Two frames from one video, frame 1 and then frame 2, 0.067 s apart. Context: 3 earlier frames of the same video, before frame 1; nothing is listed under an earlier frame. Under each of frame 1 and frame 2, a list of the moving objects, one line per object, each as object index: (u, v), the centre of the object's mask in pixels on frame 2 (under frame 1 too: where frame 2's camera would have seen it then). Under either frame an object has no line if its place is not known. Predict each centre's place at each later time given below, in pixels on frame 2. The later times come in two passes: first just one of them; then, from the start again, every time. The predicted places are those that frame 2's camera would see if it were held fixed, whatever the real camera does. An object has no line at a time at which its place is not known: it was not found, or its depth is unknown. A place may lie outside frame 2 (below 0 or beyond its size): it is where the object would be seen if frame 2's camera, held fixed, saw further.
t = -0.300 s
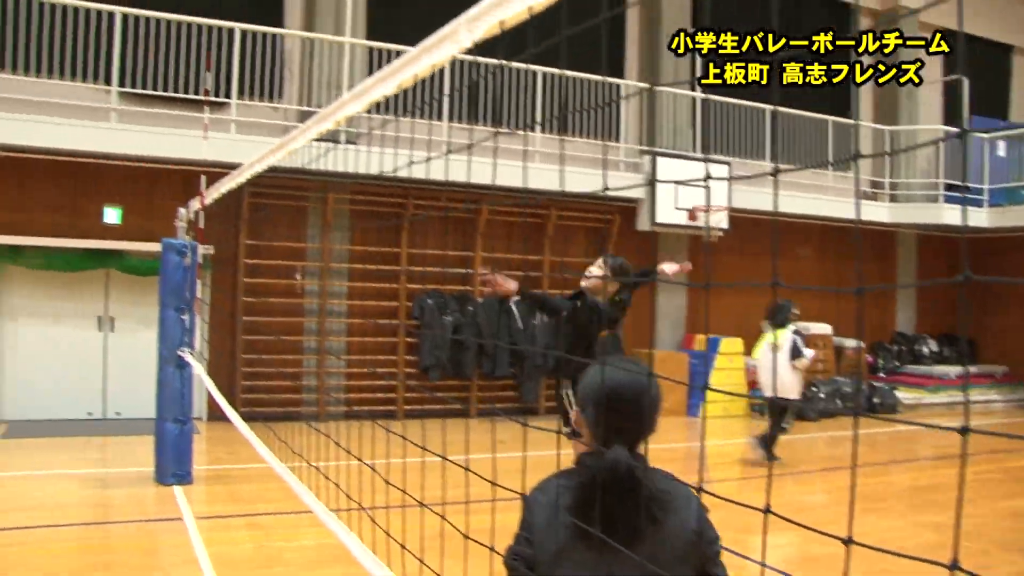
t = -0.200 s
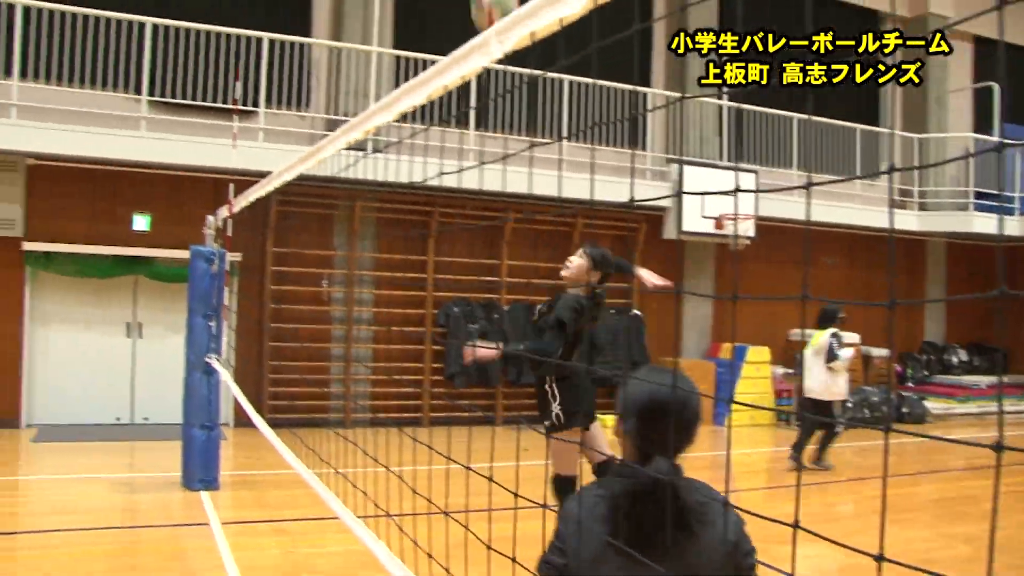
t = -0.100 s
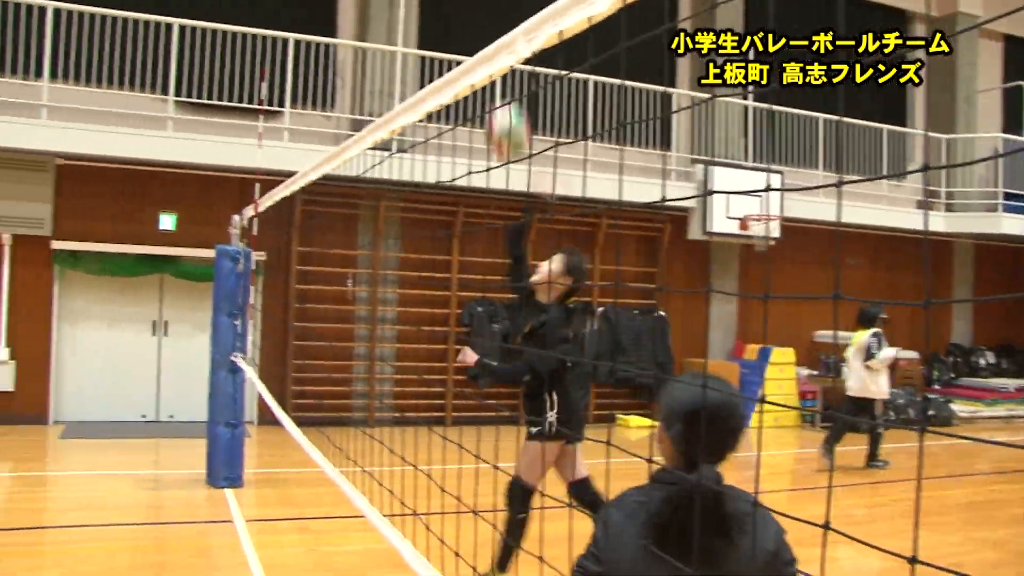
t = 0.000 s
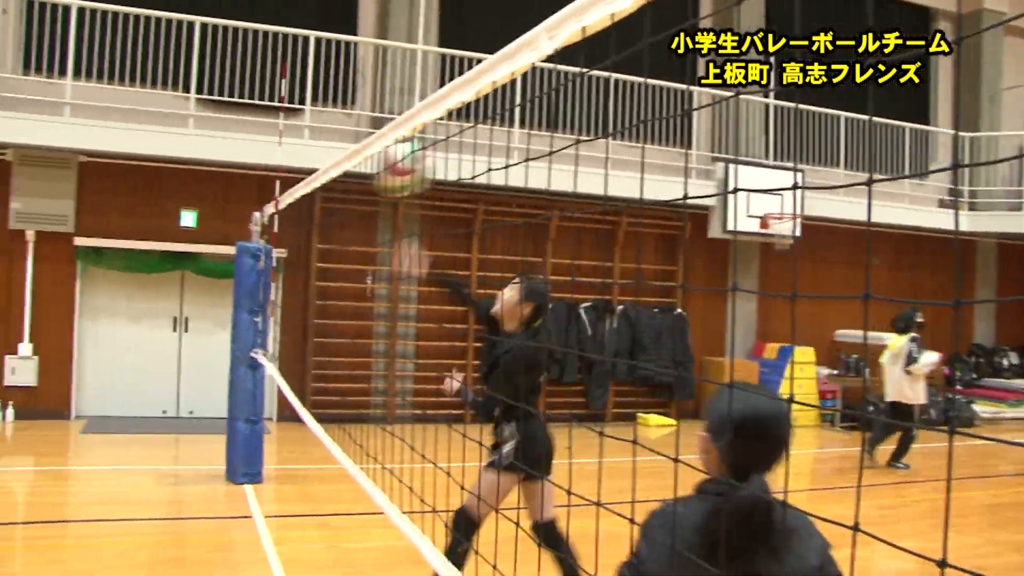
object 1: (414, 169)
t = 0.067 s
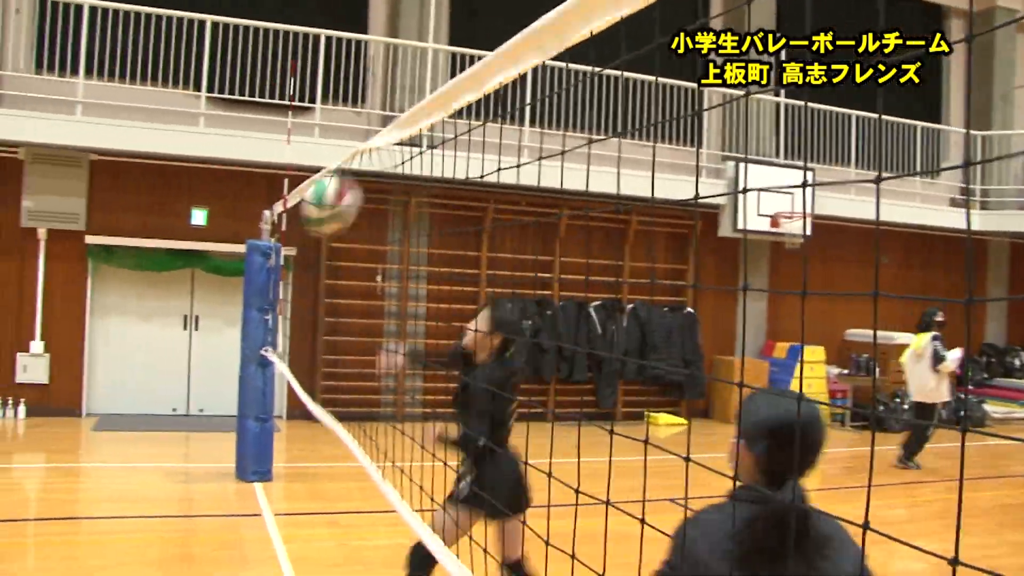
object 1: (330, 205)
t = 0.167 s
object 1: (288, 309)
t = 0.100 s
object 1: (307, 235)
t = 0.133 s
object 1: (293, 270)
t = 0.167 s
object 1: (288, 309)
